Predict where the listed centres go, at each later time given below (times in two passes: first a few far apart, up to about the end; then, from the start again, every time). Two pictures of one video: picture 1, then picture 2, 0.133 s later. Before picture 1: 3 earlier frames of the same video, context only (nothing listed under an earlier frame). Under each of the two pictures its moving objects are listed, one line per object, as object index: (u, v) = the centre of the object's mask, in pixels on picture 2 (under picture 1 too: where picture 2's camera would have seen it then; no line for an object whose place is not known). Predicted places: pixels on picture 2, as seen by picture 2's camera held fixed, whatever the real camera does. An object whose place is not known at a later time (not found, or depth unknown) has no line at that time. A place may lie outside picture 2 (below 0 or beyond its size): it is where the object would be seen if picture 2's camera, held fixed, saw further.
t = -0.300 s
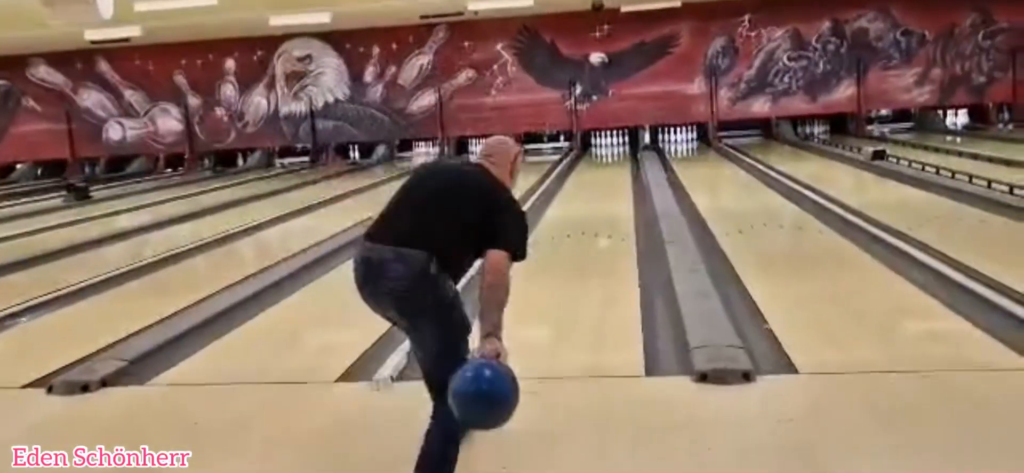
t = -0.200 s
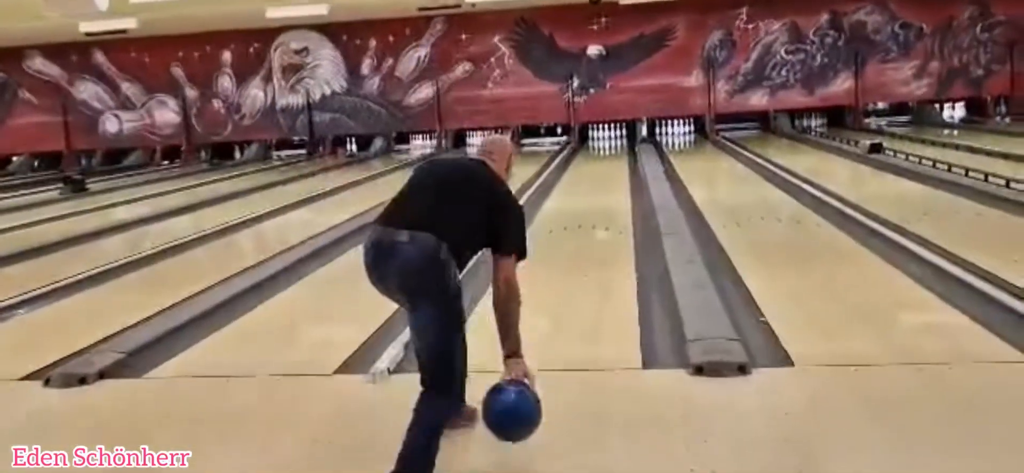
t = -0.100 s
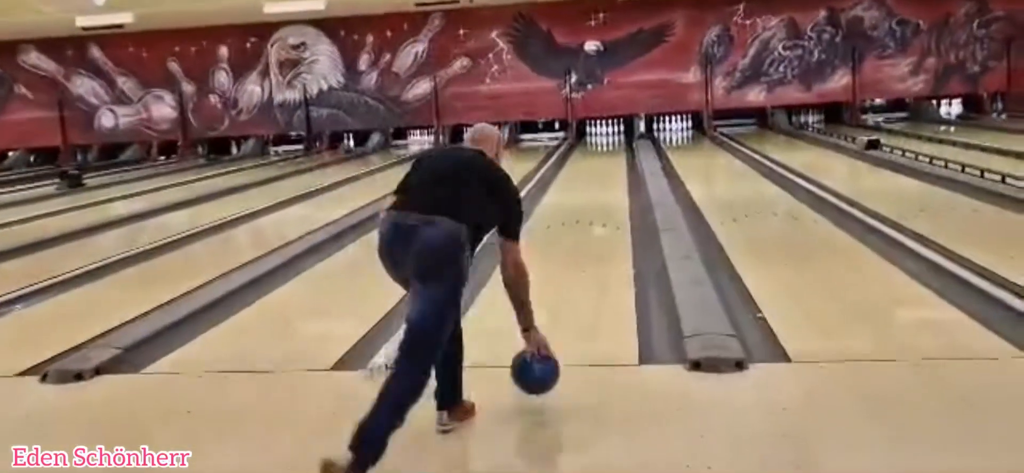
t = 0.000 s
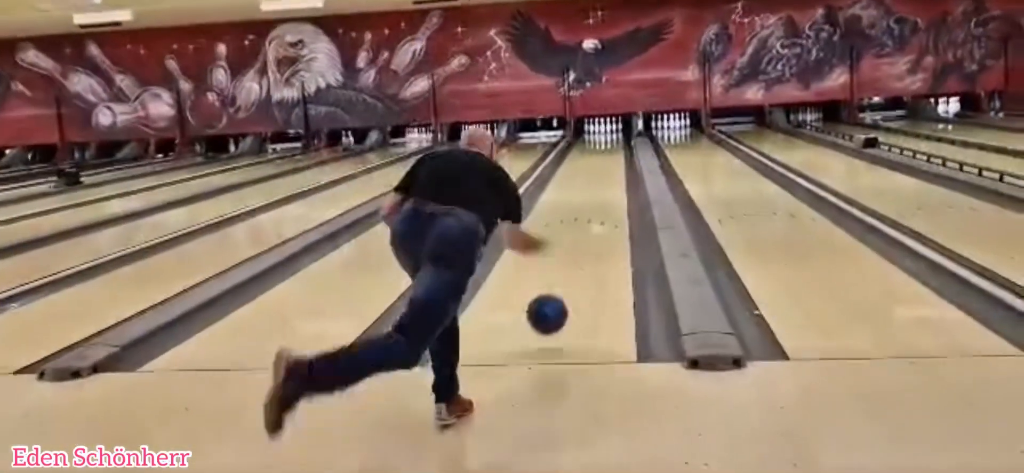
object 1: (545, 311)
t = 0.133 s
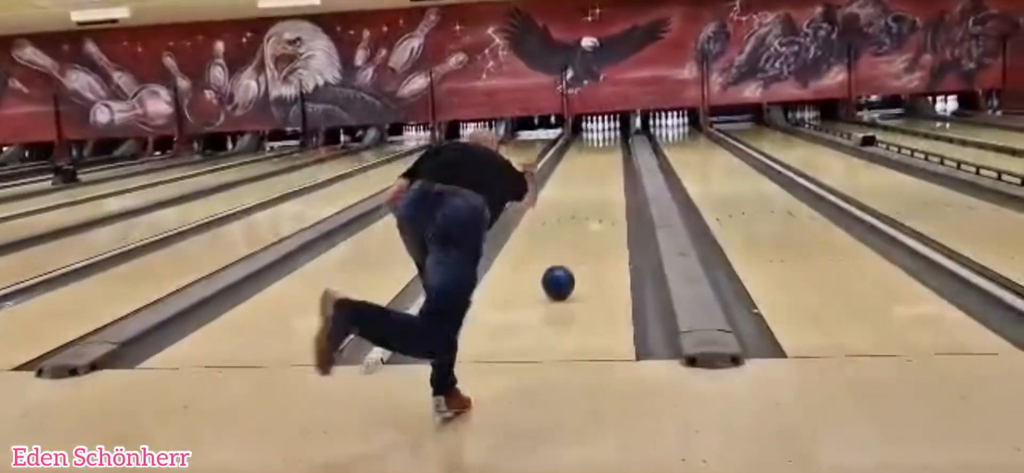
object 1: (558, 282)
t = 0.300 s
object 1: (567, 244)
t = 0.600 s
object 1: (579, 201)
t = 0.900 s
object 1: (585, 177)
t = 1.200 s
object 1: (588, 160)
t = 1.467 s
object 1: (590, 150)
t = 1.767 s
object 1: (590, 142)
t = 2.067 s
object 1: (594, 138)
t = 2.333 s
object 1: (595, 132)
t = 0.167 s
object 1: (560, 272)
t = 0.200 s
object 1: (562, 264)
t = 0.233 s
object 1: (564, 257)
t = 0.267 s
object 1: (566, 250)
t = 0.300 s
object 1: (567, 244)
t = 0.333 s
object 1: (571, 237)
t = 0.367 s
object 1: (573, 231)
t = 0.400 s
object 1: (574, 226)
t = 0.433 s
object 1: (576, 221)
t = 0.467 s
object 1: (577, 217)
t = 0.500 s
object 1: (577, 212)
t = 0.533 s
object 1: (578, 208)
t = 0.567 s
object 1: (578, 205)
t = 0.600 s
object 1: (579, 201)
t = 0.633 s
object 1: (580, 198)
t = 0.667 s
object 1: (580, 195)
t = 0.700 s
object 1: (581, 192)
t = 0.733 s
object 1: (582, 189)
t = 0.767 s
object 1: (583, 186)
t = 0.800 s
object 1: (583, 183)
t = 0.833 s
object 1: (584, 181)
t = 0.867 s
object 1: (584, 179)
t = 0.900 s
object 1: (585, 177)
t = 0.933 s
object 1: (585, 174)
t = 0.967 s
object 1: (585, 172)
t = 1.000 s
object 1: (586, 170)
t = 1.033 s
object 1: (586, 168)
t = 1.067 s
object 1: (586, 166)
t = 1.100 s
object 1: (587, 165)
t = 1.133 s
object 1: (587, 163)
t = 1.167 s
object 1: (588, 161)
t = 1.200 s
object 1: (588, 160)
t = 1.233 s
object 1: (588, 159)
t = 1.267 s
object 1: (589, 158)
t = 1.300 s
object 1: (589, 156)
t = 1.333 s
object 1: (589, 156)
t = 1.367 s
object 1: (589, 154)
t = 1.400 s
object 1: (590, 152)
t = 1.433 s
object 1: (590, 151)
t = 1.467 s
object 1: (590, 150)
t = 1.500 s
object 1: (590, 149)
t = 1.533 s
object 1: (590, 148)
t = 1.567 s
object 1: (591, 147)
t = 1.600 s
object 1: (590, 146)
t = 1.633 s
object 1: (590, 146)
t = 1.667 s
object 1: (590, 145)
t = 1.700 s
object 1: (592, 144)
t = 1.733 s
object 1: (589, 143)
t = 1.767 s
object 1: (590, 142)
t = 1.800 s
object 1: (592, 141)
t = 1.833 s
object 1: (592, 141)
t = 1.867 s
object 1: (592, 140)
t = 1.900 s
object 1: (593, 140)
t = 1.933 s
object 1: (592, 139)
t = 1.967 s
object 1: (593, 138)
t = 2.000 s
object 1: (594, 138)
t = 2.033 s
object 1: (593, 138)
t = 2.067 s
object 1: (594, 138)
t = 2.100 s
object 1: (594, 137)
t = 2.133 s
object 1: (594, 137)
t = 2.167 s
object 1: (594, 136)
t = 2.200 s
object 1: (595, 135)
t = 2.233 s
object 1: (594, 135)
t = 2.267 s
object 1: (593, 134)
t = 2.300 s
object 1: (595, 132)
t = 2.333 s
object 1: (595, 132)
